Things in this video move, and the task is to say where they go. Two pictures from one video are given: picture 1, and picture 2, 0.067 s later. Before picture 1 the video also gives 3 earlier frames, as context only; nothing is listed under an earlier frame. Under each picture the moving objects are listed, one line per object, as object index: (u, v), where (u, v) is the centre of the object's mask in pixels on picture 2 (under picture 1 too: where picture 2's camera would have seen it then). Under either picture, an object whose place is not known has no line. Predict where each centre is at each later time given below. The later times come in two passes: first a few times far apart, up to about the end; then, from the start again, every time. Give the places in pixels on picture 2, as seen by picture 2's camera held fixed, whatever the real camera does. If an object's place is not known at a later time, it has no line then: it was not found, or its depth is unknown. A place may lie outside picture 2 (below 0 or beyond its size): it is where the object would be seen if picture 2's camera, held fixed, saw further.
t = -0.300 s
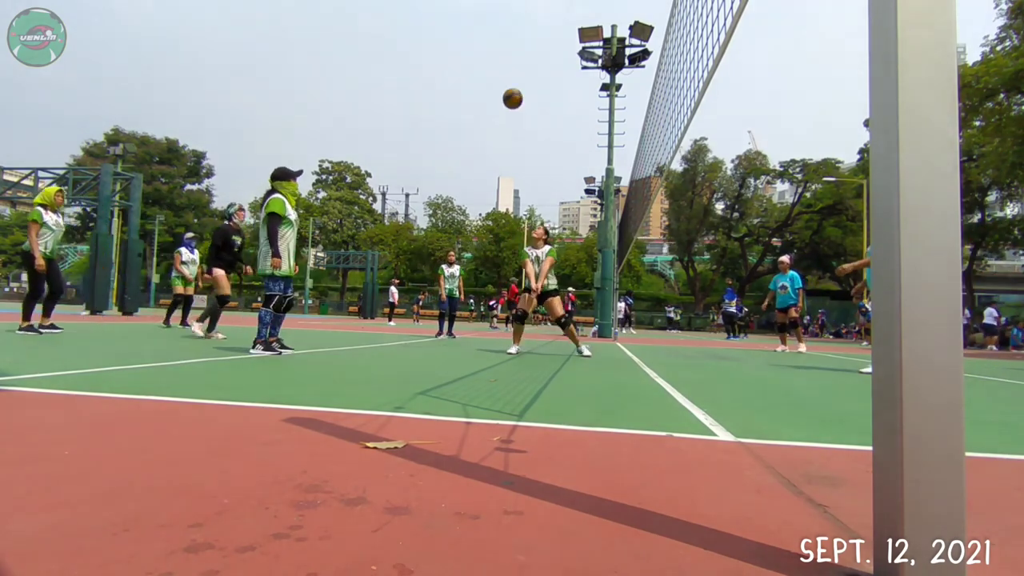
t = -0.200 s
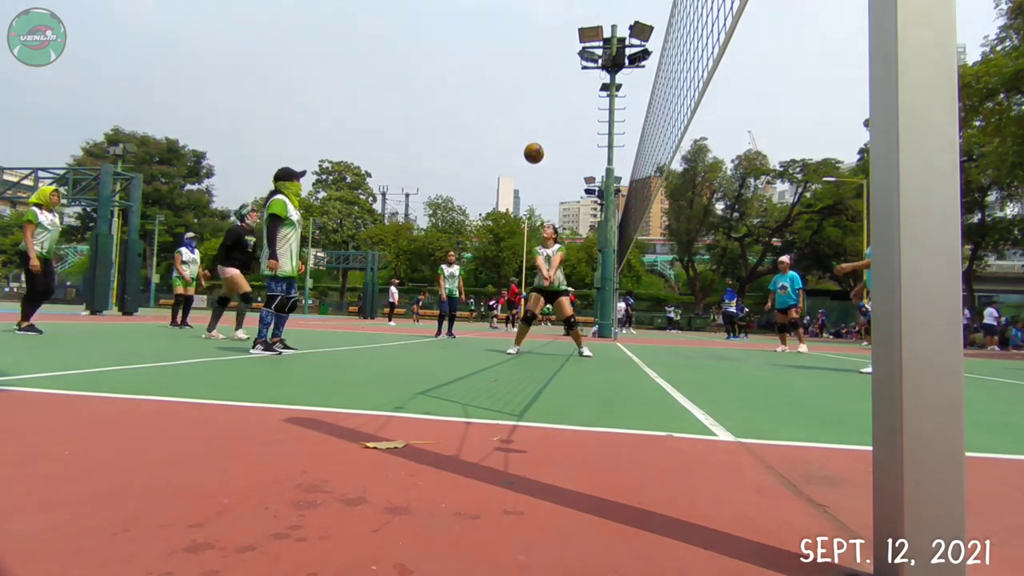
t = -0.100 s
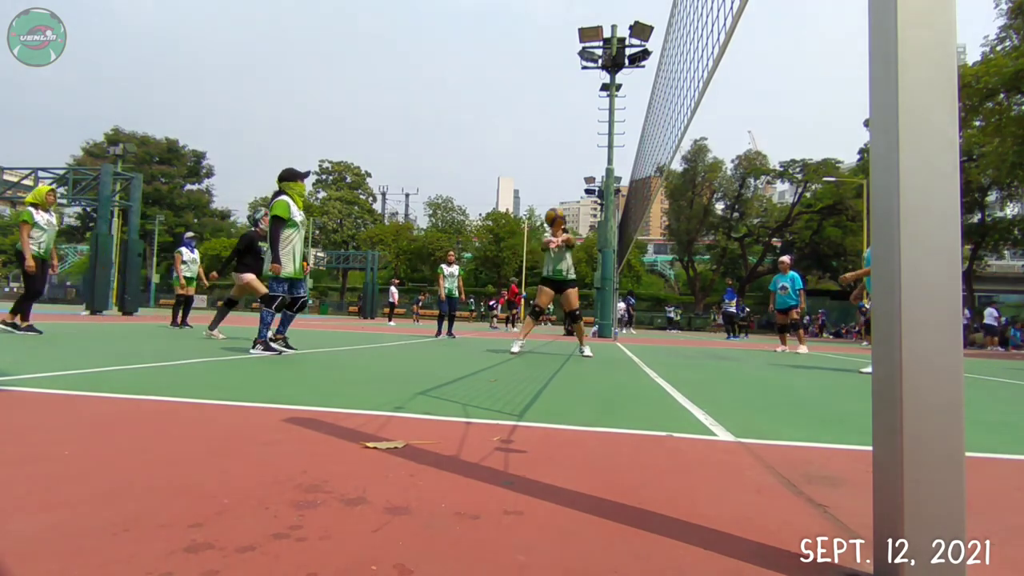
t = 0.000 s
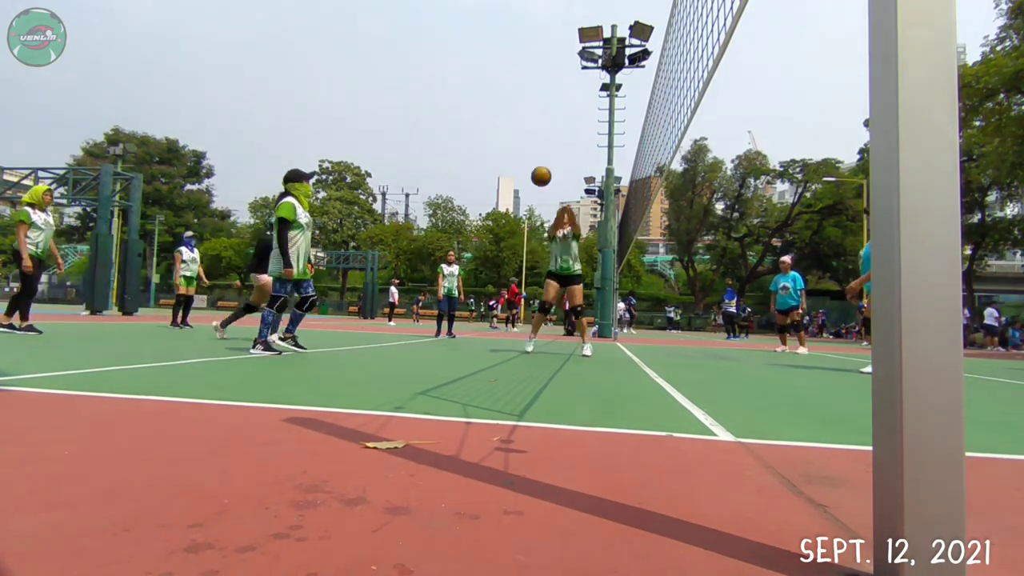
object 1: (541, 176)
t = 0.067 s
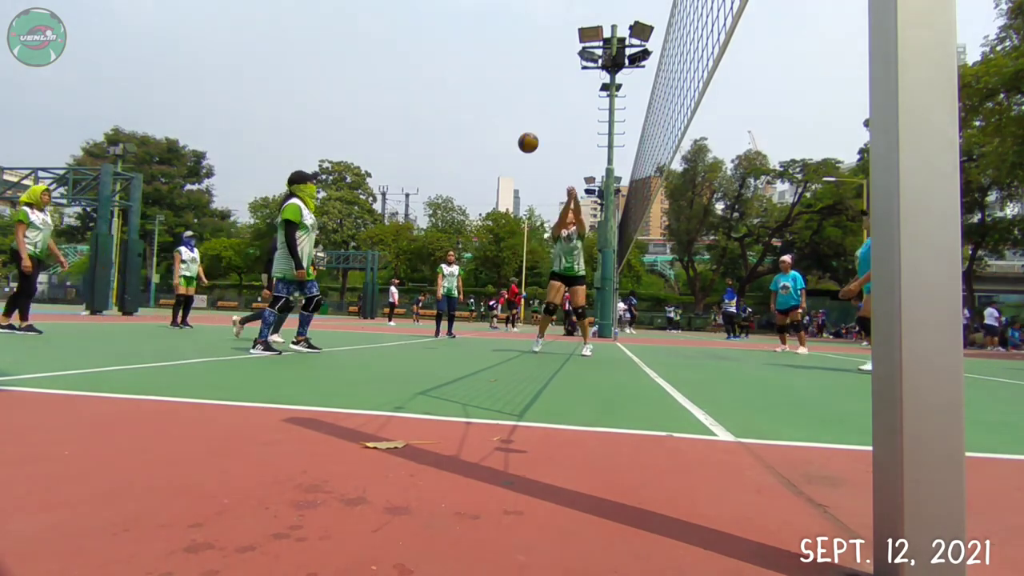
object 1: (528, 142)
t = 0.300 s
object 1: (481, 57)
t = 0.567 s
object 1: (426, 20)
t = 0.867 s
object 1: (360, 56)
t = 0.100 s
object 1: (521, 127)
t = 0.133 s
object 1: (515, 113)
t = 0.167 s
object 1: (508, 100)
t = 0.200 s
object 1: (501, 88)
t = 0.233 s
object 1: (495, 76)
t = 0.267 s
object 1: (488, 66)
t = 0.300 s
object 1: (481, 57)
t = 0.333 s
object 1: (474, 49)
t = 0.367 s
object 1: (467, 42)
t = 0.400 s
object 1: (461, 36)
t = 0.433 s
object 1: (454, 31)
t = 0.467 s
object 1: (447, 26)
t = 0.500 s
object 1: (440, 23)
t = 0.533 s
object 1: (433, 21)
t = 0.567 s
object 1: (426, 20)
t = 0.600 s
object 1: (419, 20)
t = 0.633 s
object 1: (412, 21)
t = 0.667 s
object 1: (404, 23)
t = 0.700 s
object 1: (397, 26)
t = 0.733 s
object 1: (390, 30)
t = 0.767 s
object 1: (382, 35)
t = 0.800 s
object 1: (375, 41)
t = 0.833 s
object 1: (367, 48)
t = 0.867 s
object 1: (360, 56)
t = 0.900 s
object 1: (352, 66)
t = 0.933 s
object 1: (344, 76)
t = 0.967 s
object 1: (337, 88)
